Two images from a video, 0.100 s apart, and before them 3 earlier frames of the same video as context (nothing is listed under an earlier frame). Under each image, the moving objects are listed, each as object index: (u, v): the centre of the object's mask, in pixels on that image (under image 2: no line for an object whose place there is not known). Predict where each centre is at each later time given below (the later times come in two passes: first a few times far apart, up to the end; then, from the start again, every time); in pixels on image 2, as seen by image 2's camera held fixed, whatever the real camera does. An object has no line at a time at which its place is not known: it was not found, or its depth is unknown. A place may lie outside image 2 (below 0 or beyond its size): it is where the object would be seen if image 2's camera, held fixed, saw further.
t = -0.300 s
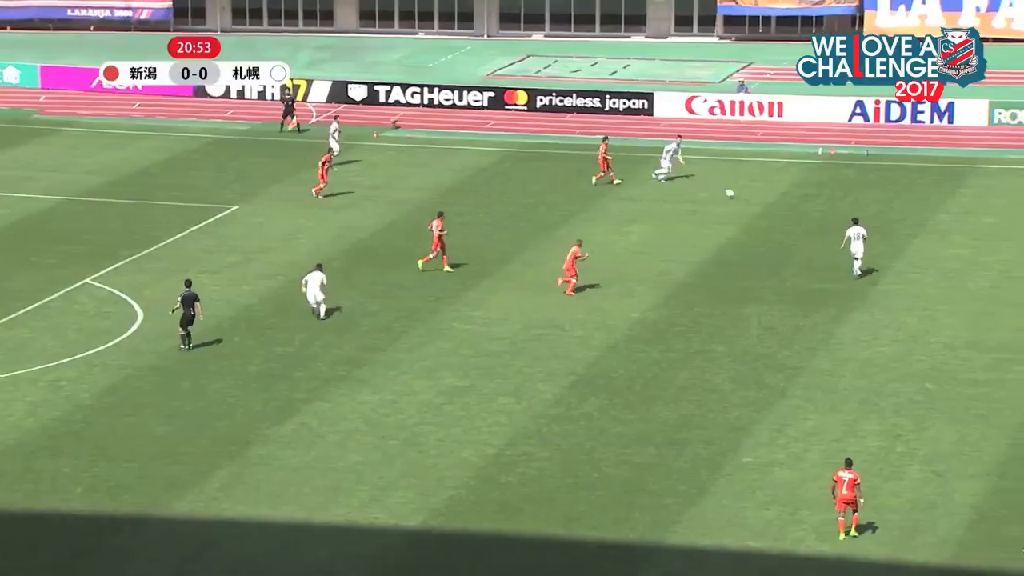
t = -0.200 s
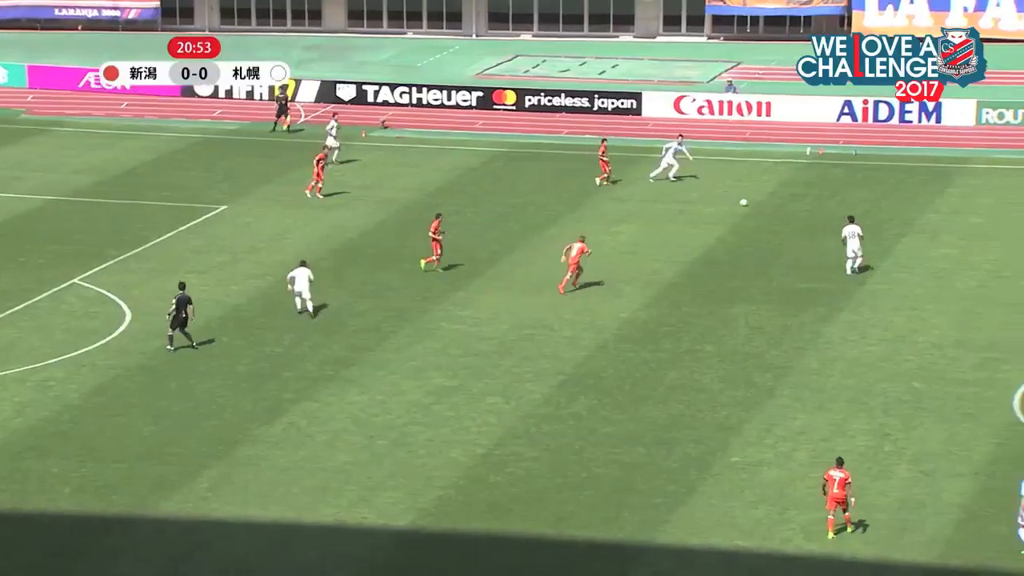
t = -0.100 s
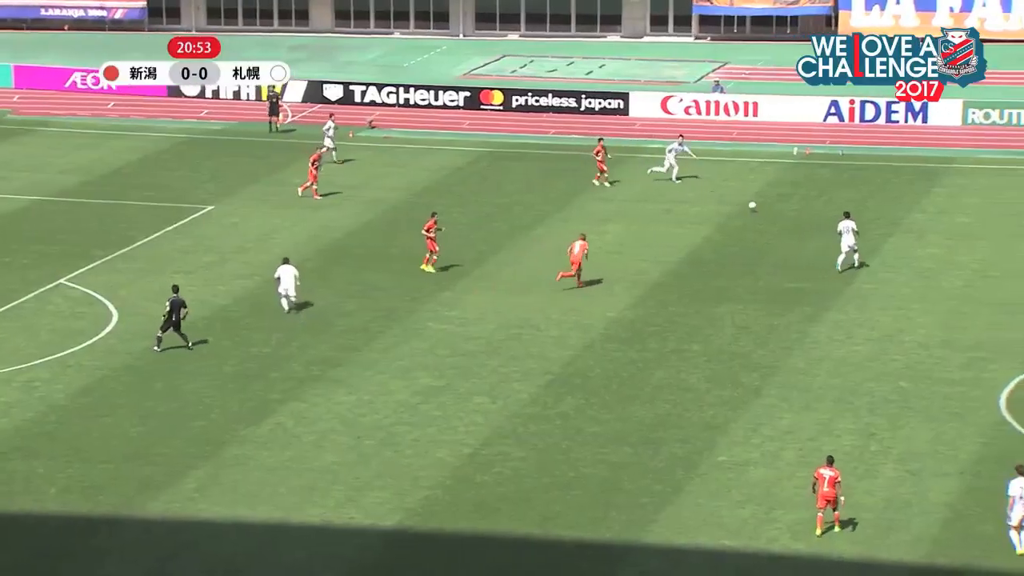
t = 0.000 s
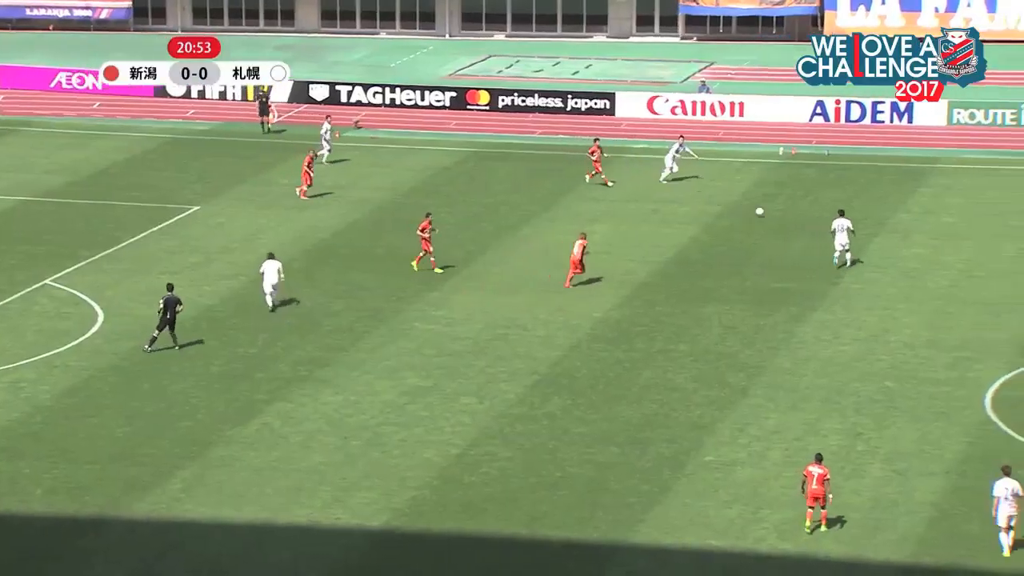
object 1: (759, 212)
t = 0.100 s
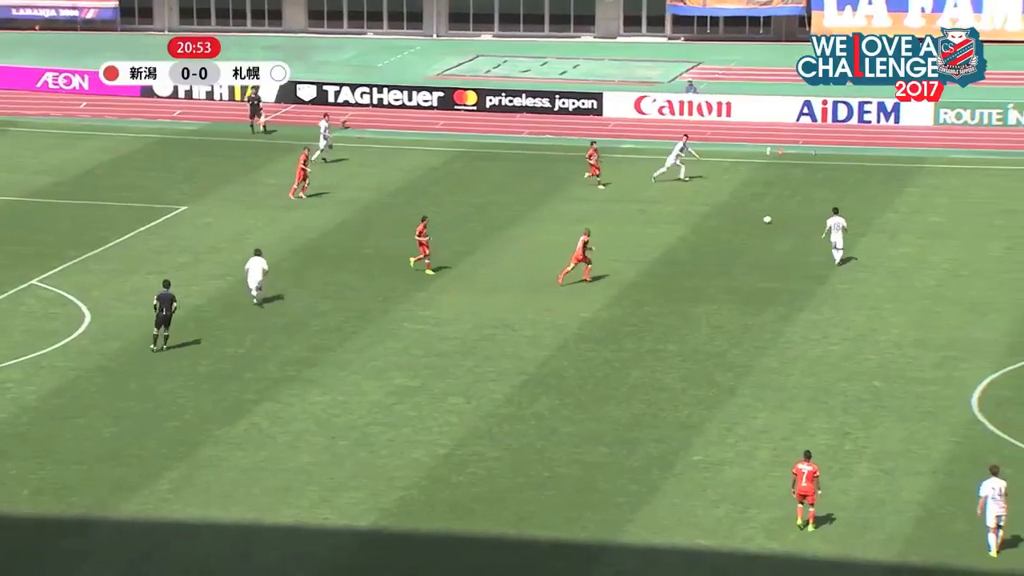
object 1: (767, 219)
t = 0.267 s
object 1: (795, 226)
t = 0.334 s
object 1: (806, 231)
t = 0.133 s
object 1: (772, 220)
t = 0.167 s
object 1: (778, 221)
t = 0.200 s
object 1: (784, 223)
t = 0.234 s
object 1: (789, 224)
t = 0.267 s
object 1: (795, 226)
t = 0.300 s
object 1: (800, 229)
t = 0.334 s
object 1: (806, 231)
